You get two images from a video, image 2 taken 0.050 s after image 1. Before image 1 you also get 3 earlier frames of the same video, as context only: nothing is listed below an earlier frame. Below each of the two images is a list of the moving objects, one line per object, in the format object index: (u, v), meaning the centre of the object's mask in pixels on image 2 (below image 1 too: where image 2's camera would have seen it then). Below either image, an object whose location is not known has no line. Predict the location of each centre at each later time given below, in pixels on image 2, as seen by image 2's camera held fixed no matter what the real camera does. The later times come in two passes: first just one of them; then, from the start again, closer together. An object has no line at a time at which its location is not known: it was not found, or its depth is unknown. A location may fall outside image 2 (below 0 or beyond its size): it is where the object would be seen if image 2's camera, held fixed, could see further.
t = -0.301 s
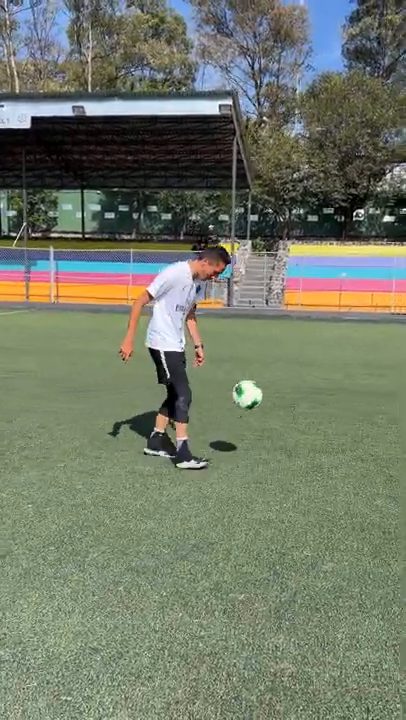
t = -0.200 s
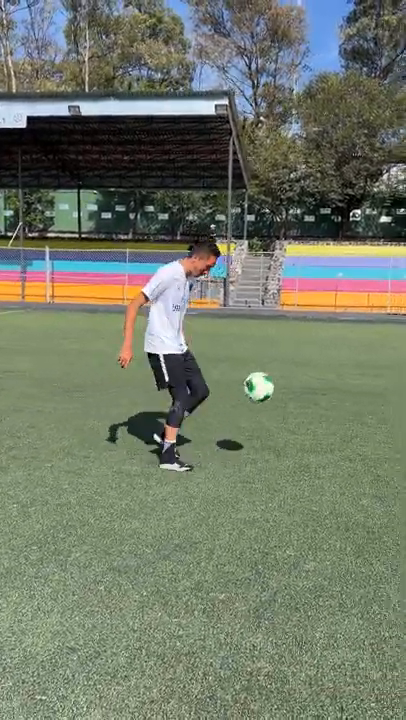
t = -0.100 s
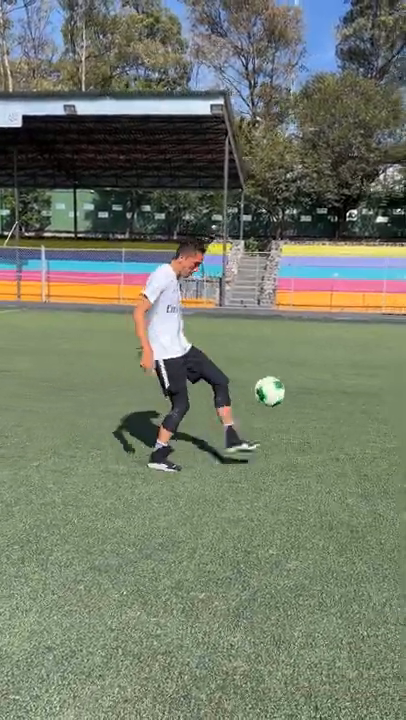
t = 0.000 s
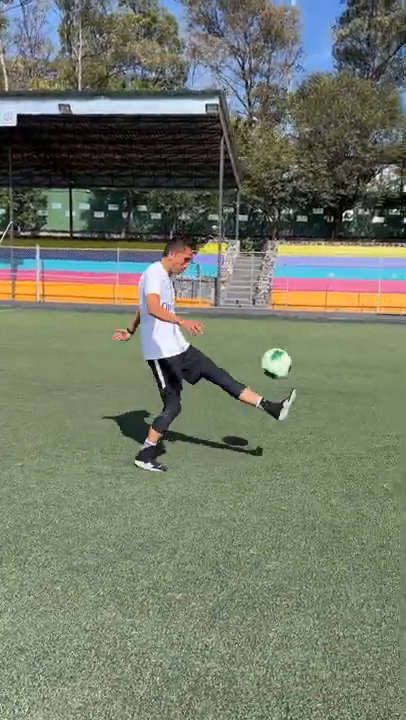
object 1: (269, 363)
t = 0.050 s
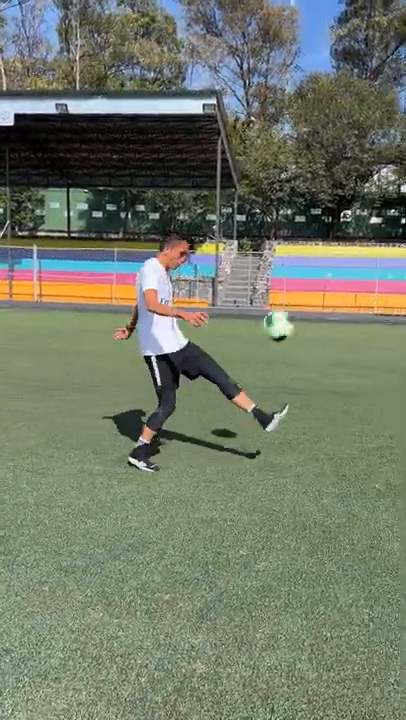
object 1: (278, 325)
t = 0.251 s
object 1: (295, 197)
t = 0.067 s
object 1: (281, 313)
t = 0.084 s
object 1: (284, 301)
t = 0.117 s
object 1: (284, 278)
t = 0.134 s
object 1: (285, 267)
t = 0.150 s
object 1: (287, 256)
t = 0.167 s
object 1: (288, 245)
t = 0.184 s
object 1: (289, 235)
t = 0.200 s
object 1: (291, 225)
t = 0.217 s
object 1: (293, 214)
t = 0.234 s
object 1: (294, 208)
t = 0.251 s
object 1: (295, 197)
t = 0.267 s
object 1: (296, 189)
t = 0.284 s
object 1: (298, 180)
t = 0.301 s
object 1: (299, 173)
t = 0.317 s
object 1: (301, 165)
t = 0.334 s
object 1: (302, 159)
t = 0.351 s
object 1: (305, 151)
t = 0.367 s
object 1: (307, 144)
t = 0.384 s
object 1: (309, 139)
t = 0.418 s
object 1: (311, 129)
